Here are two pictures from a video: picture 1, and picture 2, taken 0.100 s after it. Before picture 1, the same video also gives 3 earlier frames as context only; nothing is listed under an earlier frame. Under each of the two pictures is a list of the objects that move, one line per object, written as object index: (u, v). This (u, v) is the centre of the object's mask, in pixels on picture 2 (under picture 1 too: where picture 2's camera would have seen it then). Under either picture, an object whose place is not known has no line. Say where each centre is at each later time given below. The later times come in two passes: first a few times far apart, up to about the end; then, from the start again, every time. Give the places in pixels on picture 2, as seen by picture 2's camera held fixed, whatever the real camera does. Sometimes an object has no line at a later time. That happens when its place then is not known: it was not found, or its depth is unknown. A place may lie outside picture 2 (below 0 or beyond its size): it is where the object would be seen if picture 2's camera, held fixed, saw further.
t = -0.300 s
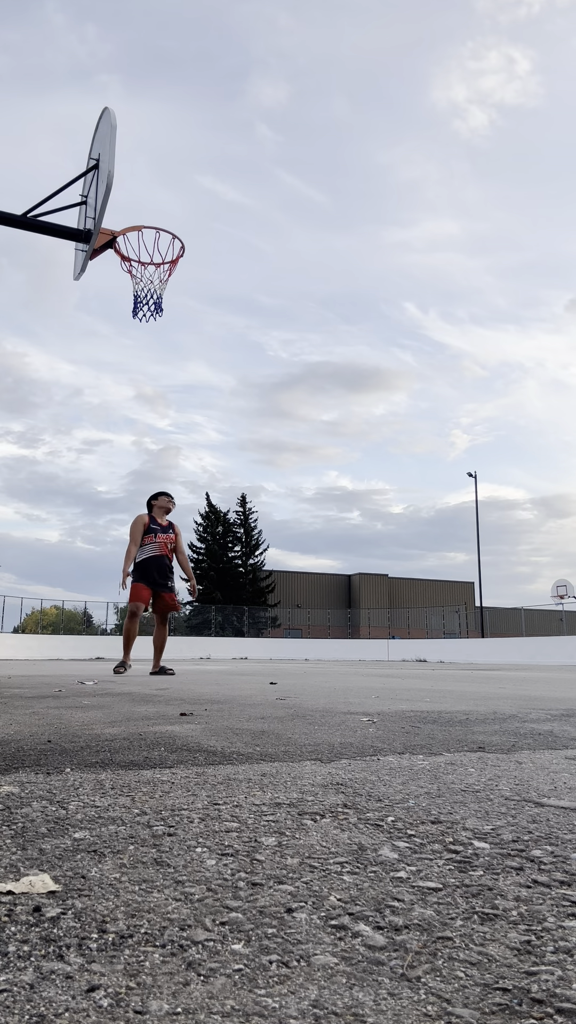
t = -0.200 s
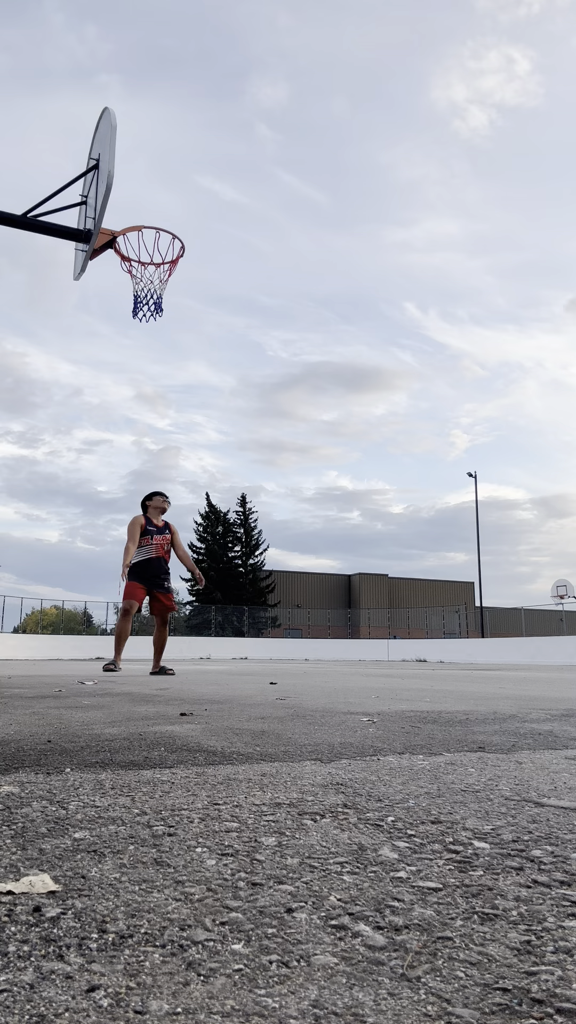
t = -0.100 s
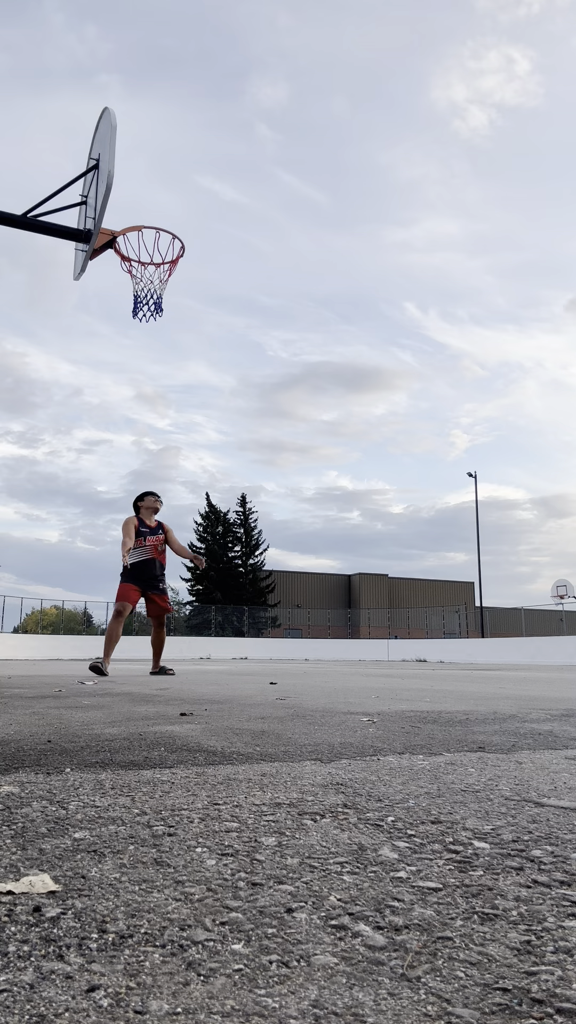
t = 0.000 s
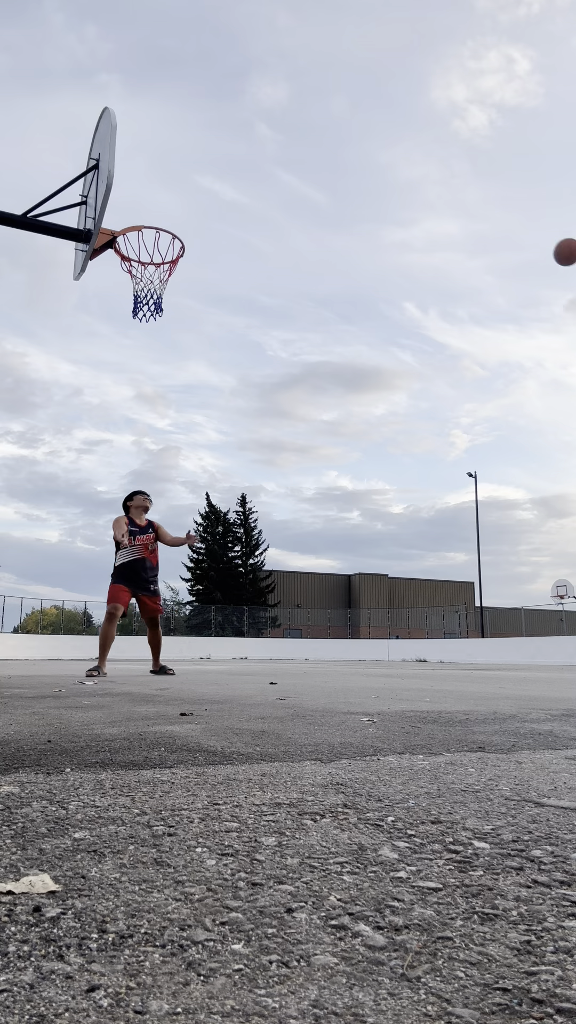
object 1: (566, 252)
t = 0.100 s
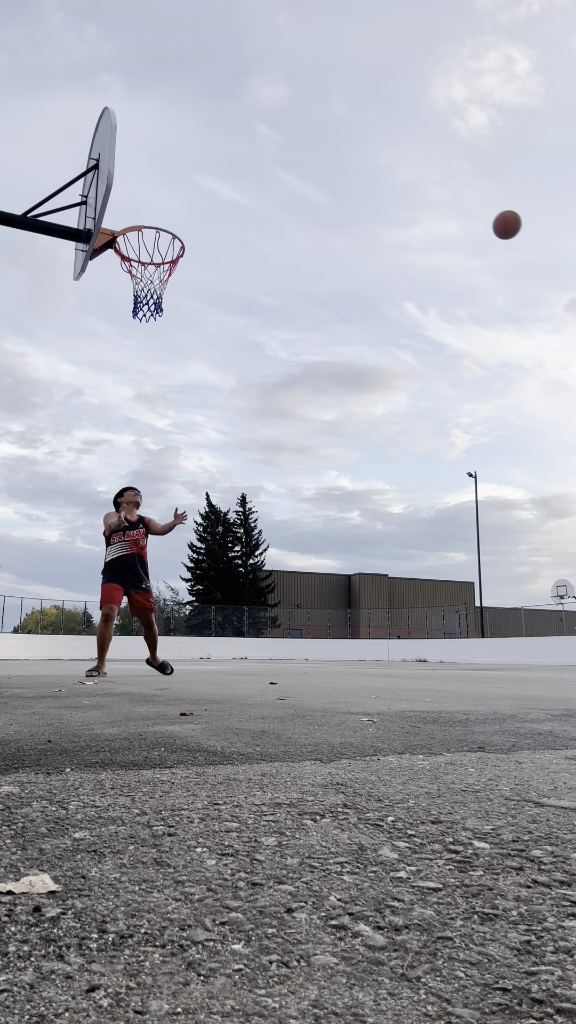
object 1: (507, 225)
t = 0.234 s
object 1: (422, 202)
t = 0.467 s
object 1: (254, 207)
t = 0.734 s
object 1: (188, 264)
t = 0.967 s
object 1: (185, 286)
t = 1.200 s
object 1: (150, 366)
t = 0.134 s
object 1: (486, 218)
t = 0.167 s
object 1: (465, 211)
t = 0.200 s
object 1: (443, 206)
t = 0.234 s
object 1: (422, 202)
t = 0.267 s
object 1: (399, 199)
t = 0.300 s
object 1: (377, 197)
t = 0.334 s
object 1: (353, 197)
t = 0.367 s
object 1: (330, 197)
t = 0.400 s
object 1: (305, 199)
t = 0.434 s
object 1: (280, 202)
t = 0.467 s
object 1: (254, 207)
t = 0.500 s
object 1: (228, 213)
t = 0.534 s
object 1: (200, 220)
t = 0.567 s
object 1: (172, 229)
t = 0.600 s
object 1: (143, 241)
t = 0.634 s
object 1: (140, 251)
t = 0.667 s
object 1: (164, 264)
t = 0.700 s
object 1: (180, 268)
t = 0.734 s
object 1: (188, 264)
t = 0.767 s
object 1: (193, 264)
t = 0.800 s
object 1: (193, 264)
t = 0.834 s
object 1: (194, 270)
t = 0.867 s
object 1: (193, 269)
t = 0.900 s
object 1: (191, 273)
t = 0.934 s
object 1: (188, 279)
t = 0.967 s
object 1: (185, 286)
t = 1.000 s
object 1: (181, 295)
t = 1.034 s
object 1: (176, 303)
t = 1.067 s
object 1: (171, 313)
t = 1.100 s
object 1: (166, 324)
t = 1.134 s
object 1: (161, 336)
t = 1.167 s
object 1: (156, 350)
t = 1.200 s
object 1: (150, 366)
